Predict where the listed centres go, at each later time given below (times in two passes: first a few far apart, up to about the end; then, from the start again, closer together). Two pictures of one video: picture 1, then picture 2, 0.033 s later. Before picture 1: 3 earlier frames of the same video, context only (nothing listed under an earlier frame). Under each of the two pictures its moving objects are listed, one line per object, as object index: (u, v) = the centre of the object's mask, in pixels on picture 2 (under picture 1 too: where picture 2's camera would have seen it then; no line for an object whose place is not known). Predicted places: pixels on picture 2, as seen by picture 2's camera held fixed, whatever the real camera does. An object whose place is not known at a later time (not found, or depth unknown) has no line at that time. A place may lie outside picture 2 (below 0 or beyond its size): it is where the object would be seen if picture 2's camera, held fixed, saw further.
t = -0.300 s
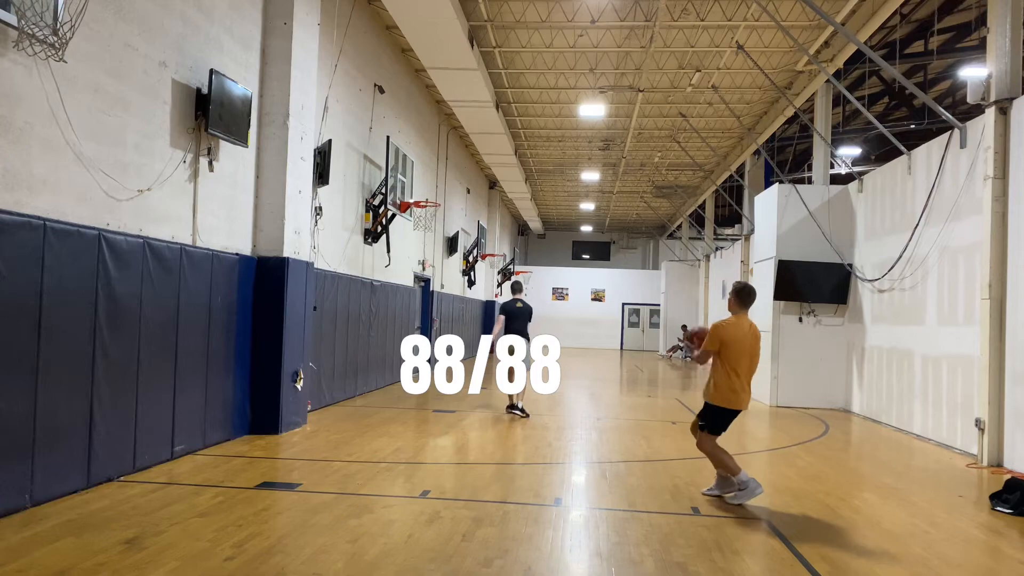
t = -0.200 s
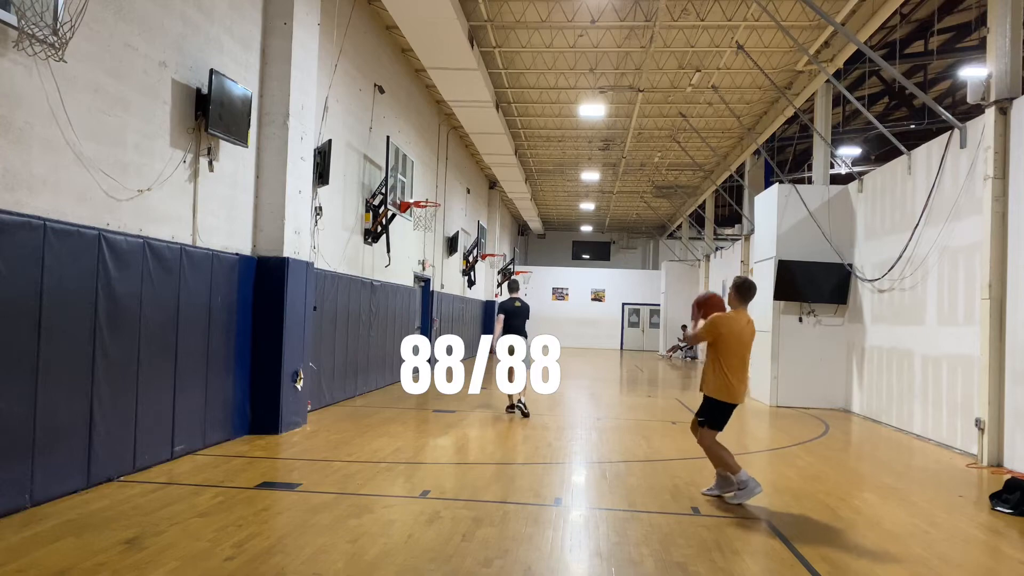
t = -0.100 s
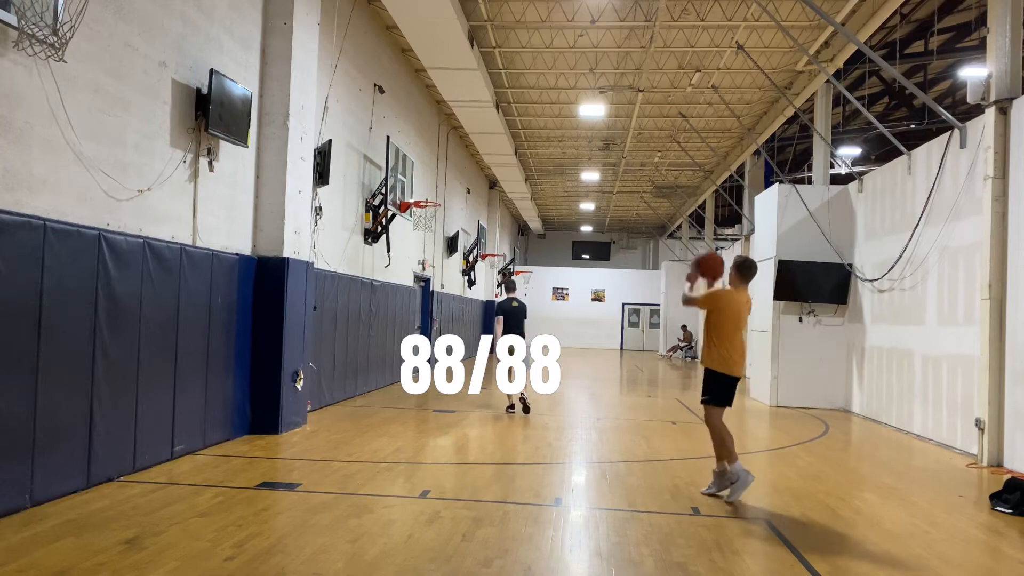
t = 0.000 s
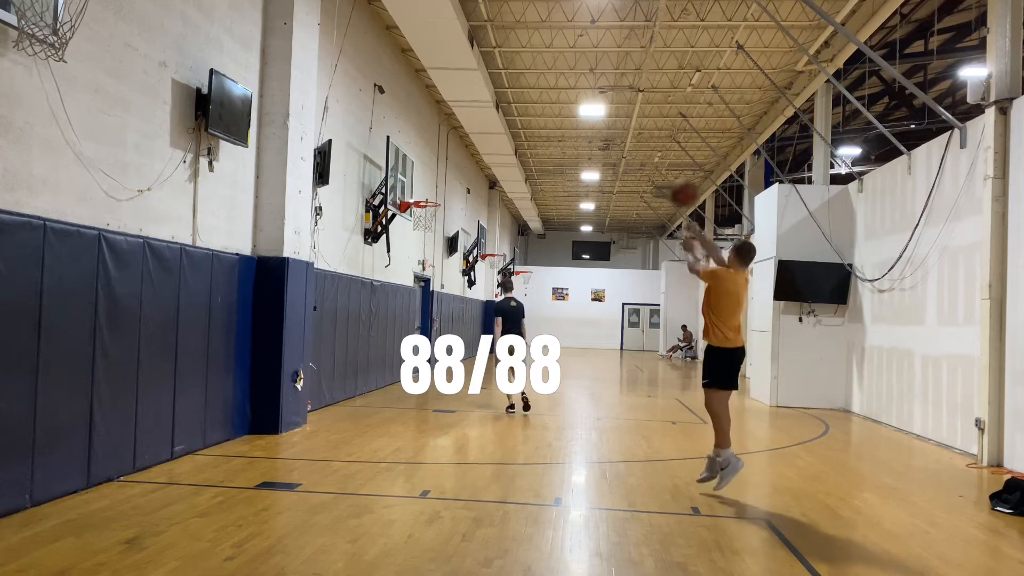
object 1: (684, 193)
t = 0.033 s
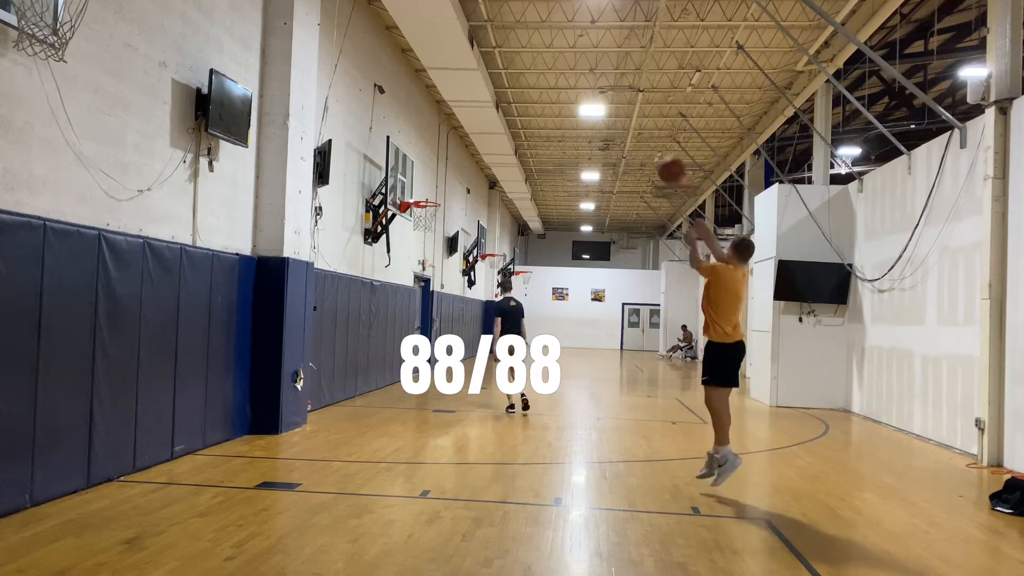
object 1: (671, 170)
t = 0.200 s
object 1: (618, 86)
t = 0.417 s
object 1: (563, 36)
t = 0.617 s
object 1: (523, 31)
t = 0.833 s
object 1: (486, 59)
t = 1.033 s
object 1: (458, 108)
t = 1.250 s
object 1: (431, 180)
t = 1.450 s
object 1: (418, 224)
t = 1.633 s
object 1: (413, 252)
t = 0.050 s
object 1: (665, 159)
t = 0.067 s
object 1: (660, 149)
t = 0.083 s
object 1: (654, 140)
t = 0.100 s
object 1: (649, 131)
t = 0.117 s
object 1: (644, 123)
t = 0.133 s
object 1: (638, 114)
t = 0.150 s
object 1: (632, 107)
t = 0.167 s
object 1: (627, 99)
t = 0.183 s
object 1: (622, 93)
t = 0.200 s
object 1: (618, 86)
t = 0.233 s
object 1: (608, 74)
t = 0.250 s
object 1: (603, 69)
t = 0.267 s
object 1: (599, 64)
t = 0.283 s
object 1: (594, 60)
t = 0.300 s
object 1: (590, 56)
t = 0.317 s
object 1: (586, 52)
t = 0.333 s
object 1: (582, 48)
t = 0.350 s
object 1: (578, 46)
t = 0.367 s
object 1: (574, 43)
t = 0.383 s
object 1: (570, 40)
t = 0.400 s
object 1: (566, 38)
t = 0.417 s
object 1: (563, 36)
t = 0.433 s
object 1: (559, 34)
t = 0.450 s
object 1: (555, 33)
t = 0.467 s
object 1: (552, 31)
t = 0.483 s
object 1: (549, 31)
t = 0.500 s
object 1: (545, 30)
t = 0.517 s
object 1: (542, 29)
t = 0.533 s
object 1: (539, 29)
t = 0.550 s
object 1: (535, 29)
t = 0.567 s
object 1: (532, 29)
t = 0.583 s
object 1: (529, 30)
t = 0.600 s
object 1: (526, 31)
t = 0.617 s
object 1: (523, 31)
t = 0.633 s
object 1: (520, 33)
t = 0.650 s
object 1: (517, 34)
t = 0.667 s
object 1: (513, 35)
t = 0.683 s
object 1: (511, 37)
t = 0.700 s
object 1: (508, 38)
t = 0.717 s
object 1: (505, 40)
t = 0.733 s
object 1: (502, 42)
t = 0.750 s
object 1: (499, 45)
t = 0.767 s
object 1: (497, 48)
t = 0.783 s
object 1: (494, 51)
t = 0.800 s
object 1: (492, 53)
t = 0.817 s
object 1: (488, 57)
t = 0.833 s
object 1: (486, 59)
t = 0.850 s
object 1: (484, 63)
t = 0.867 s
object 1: (481, 66)
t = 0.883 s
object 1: (478, 70)
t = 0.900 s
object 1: (476, 73)
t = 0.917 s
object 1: (474, 78)
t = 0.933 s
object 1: (471, 82)
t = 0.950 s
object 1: (469, 86)
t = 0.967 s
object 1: (467, 90)
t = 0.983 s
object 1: (465, 94)
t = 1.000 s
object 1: (462, 99)
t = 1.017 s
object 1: (460, 104)
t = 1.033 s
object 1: (458, 108)
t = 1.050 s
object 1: (456, 113)
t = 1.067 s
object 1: (453, 119)
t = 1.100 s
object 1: (449, 129)
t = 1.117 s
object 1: (447, 134)
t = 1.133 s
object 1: (445, 140)
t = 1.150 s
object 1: (443, 145)
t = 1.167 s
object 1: (441, 151)
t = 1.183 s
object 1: (439, 156)
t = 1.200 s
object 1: (437, 162)
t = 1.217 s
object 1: (435, 168)
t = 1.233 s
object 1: (433, 174)
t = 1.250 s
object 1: (431, 180)
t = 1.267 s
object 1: (429, 186)
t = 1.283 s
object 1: (428, 192)
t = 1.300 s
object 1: (426, 199)
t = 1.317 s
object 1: (424, 205)
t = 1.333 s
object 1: (422, 212)
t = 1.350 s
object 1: (421, 216)
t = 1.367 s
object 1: (420, 218)
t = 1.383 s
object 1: (420, 218)
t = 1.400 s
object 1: (419, 219)
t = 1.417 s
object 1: (419, 221)
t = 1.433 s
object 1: (418, 223)
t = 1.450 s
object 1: (418, 224)
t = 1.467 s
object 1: (418, 226)
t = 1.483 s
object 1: (417, 228)
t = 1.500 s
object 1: (417, 230)
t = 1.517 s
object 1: (417, 232)
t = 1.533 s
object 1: (416, 235)
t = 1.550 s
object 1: (416, 237)
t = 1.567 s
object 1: (415, 240)
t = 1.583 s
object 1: (415, 243)
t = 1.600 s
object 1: (414, 246)
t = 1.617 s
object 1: (414, 249)
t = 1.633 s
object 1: (413, 252)
